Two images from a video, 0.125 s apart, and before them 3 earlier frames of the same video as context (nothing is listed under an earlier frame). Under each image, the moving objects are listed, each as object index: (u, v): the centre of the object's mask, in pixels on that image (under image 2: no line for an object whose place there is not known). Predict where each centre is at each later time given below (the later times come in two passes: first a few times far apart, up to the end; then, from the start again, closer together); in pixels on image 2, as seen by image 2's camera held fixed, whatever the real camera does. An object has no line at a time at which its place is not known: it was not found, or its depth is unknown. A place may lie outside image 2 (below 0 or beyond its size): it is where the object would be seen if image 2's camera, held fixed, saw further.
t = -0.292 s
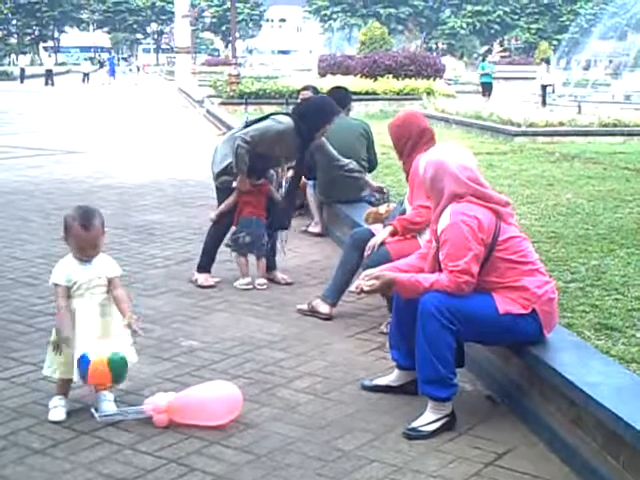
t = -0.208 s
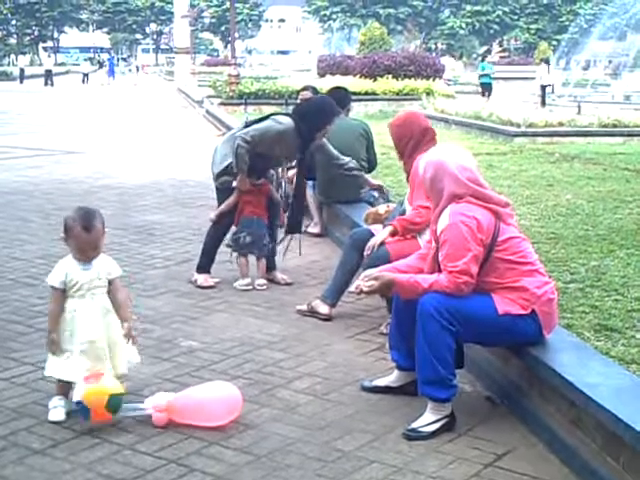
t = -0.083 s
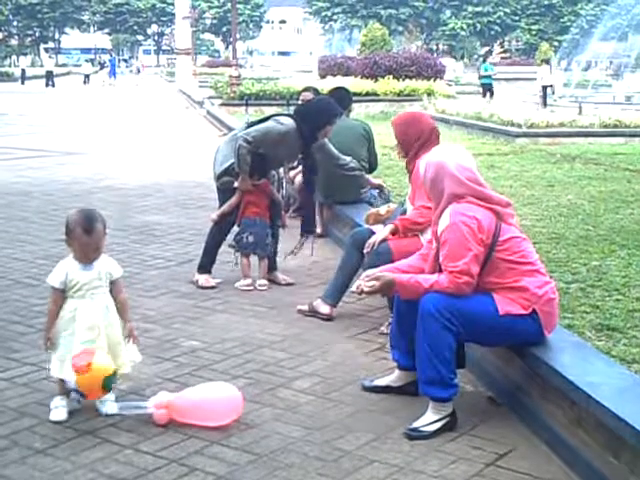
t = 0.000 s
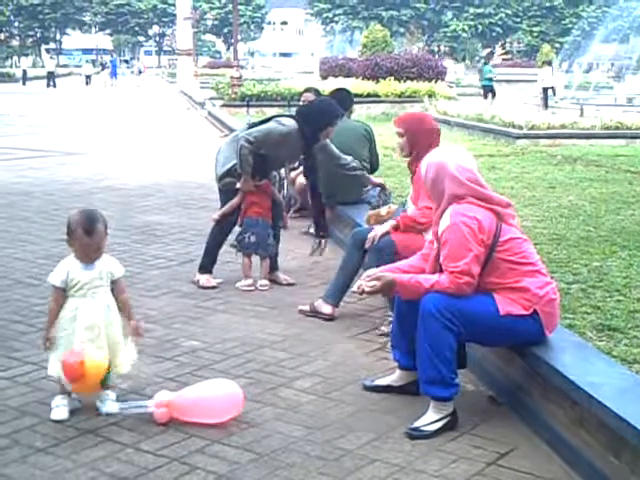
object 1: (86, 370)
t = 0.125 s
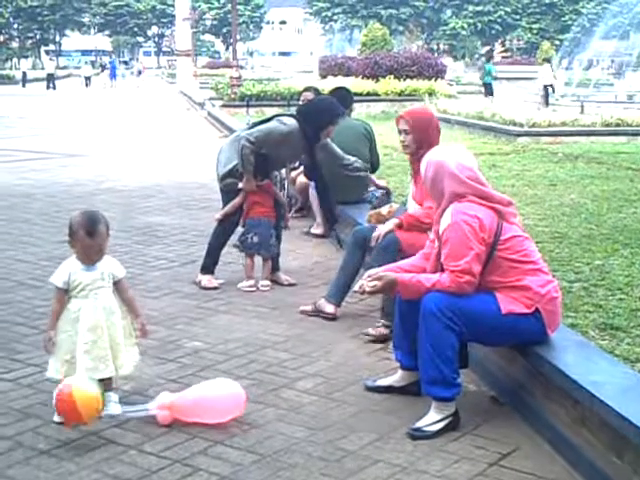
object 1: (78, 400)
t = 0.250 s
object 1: (75, 420)
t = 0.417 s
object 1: (73, 408)
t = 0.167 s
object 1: (78, 413)
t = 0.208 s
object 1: (75, 428)
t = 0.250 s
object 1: (75, 420)
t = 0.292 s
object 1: (74, 407)
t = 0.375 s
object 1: (73, 406)
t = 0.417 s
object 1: (73, 408)
